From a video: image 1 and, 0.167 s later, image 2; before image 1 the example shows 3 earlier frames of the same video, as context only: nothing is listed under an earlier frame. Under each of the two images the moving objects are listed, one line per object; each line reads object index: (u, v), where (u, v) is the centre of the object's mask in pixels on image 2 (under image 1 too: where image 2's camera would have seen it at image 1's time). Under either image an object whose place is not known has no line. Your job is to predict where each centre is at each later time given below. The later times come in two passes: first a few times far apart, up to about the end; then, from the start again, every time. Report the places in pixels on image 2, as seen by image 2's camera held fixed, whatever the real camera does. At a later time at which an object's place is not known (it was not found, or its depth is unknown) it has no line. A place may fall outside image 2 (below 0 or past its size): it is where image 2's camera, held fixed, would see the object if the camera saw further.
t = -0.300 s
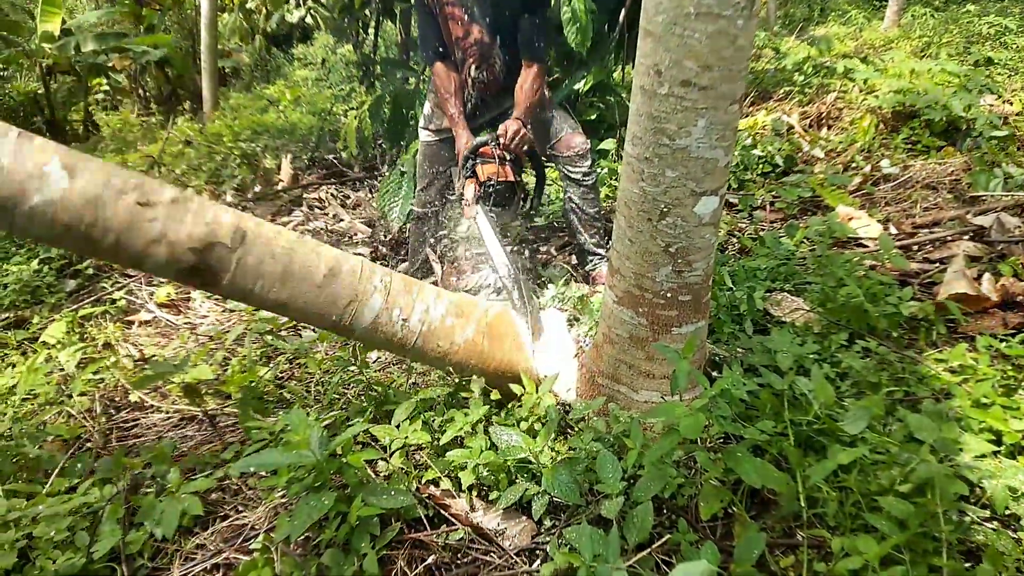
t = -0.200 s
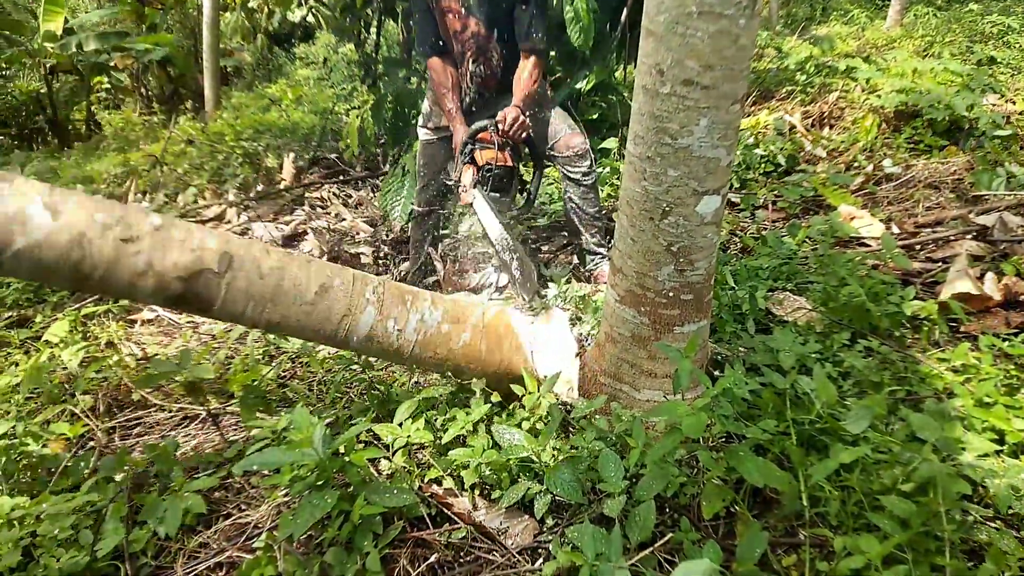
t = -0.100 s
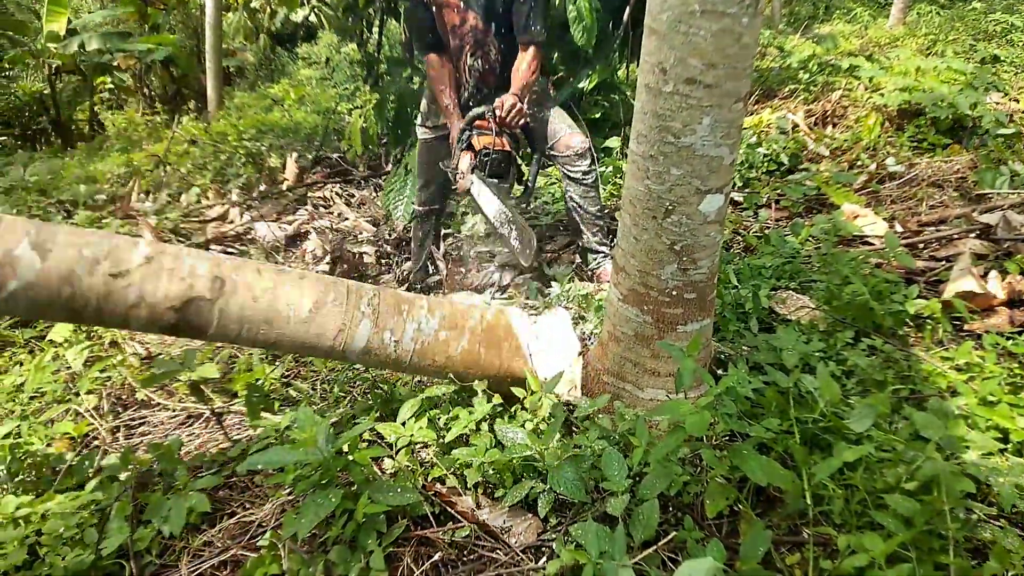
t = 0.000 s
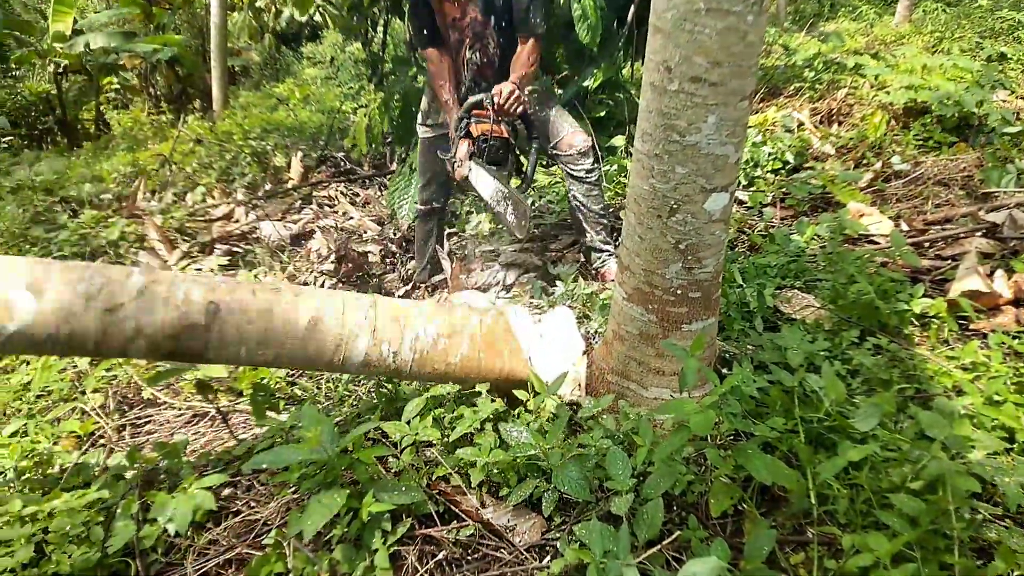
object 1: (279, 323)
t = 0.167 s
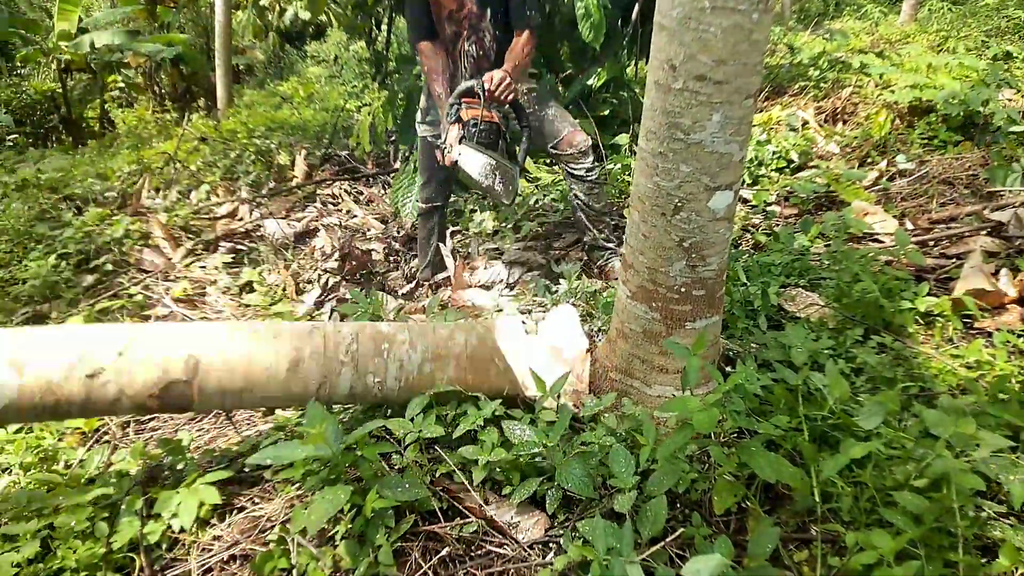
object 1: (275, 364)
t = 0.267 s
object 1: (206, 427)
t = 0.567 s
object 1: (210, 426)
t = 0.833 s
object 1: (183, 479)
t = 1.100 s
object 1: (140, 479)
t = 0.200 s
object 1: (274, 379)
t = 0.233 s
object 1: (272, 396)
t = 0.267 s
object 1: (206, 427)
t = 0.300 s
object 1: (201, 441)
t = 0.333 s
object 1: (207, 447)
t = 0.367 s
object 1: (210, 459)
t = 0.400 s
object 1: (206, 468)
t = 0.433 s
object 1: (202, 473)
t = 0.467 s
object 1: (203, 463)
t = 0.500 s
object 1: (202, 447)
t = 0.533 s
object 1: (209, 428)
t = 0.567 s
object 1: (210, 426)
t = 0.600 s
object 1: (204, 434)
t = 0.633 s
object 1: (192, 465)
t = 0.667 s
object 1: (146, 481)
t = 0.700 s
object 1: (145, 486)
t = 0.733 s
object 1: (188, 468)
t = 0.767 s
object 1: (187, 477)
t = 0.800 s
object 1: (188, 476)
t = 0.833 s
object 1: (183, 479)
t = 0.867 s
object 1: (139, 493)
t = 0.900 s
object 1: (137, 490)
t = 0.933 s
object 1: (137, 487)
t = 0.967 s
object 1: (140, 488)
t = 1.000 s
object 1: (142, 485)
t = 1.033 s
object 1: (141, 480)
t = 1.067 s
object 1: (140, 479)
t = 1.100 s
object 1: (140, 479)
